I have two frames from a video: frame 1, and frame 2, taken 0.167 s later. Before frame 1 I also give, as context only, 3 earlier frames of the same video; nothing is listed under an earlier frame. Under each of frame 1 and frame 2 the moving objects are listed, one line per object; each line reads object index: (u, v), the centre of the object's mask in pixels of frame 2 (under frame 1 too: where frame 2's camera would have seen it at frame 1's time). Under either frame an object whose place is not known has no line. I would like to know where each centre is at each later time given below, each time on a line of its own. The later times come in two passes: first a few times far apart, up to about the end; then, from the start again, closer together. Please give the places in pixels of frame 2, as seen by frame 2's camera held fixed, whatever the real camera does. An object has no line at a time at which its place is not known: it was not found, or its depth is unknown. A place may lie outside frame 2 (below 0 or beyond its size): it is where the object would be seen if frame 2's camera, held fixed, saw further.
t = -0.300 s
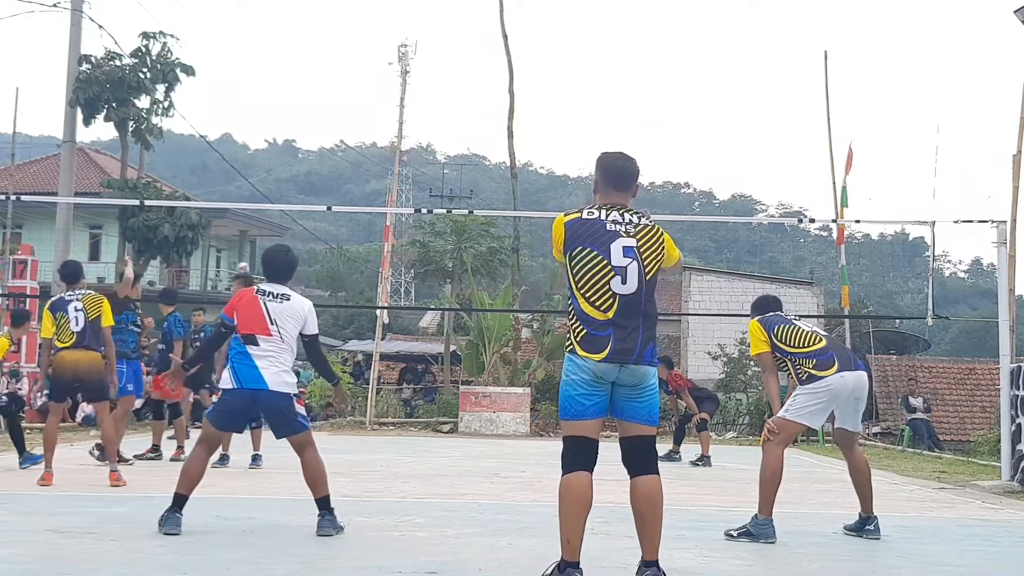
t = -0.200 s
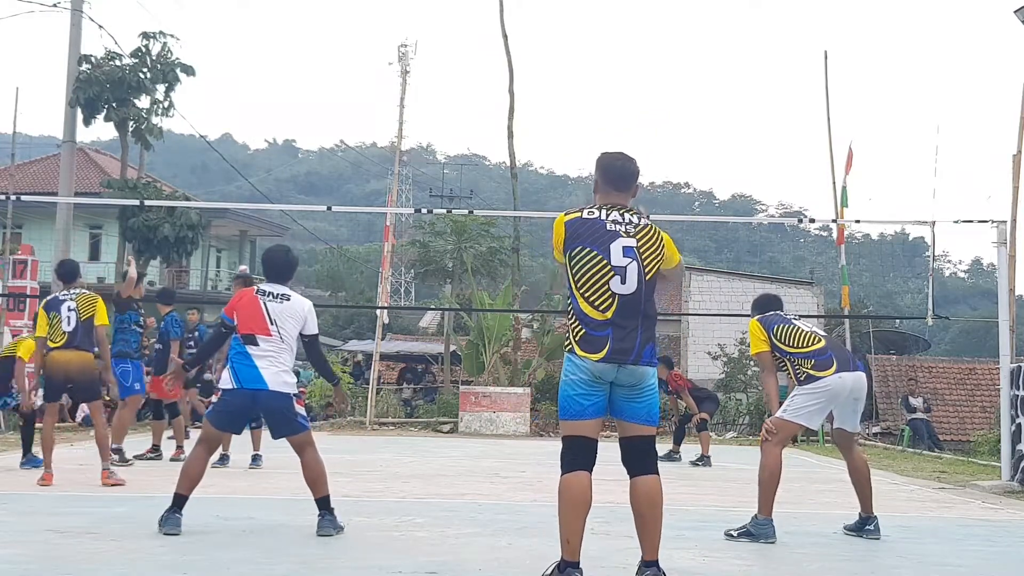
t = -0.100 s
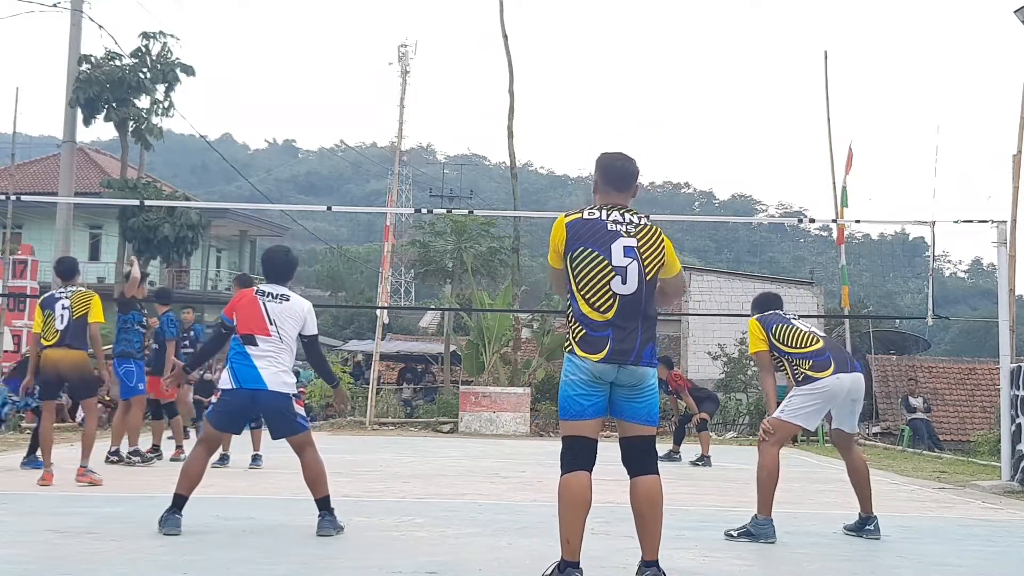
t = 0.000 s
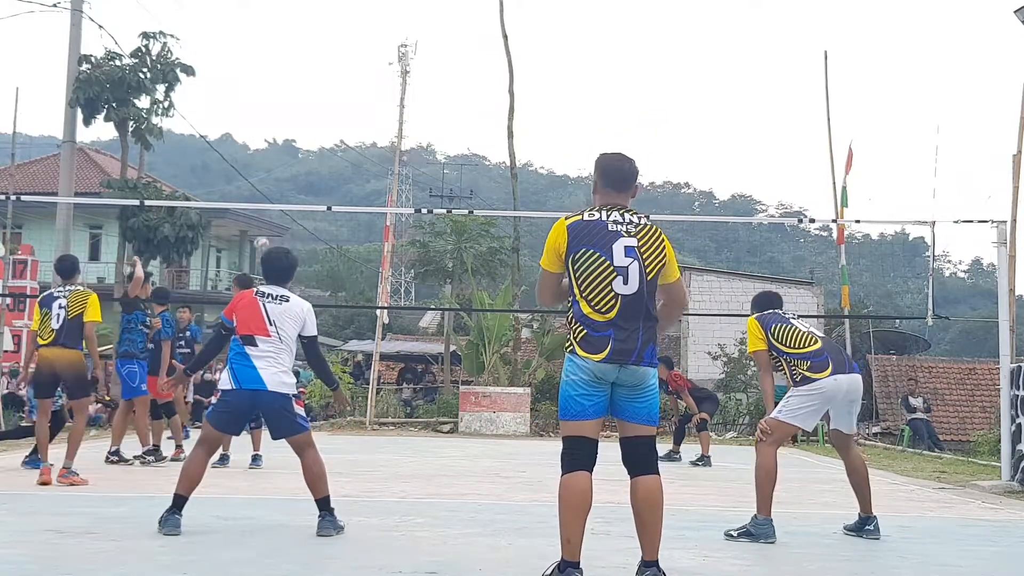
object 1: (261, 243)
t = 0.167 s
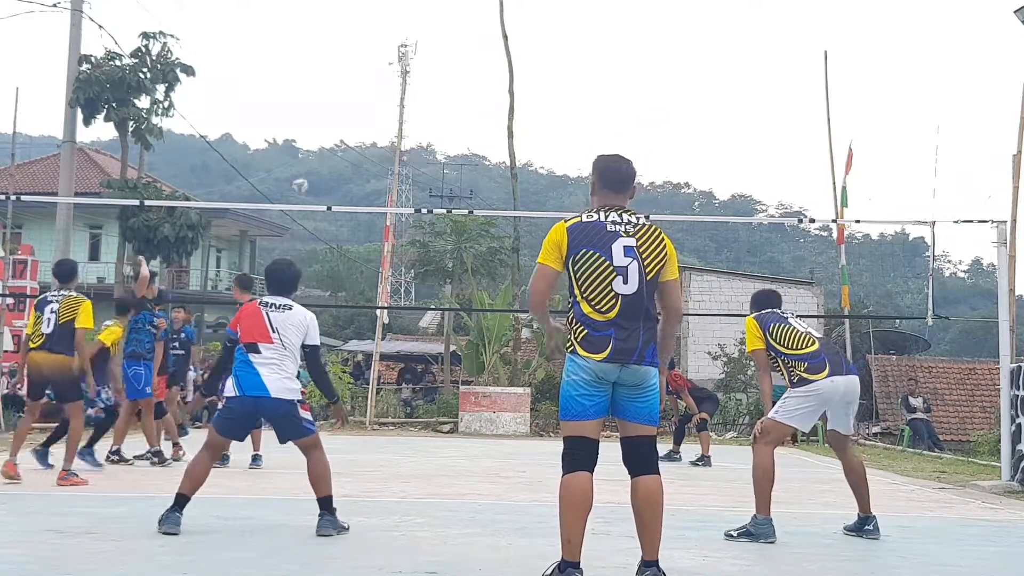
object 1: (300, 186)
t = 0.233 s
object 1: (318, 163)
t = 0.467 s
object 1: (392, 100)
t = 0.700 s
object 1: (479, 63)
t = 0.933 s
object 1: (594, 84)
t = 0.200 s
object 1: (309, 176)
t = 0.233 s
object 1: (318, 163)
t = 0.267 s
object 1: (328, 153)
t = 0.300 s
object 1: (338, 144)
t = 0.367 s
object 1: (359, 125)
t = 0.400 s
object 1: (369, 116)
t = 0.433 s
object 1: (380, 108)
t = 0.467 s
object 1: (392, 100)
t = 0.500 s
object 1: (403, 93)
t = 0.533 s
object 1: (415, 86)
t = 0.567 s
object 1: (426, 80)
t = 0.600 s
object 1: (439, 74)
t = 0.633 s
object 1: (451, 70)
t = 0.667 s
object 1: (465, 66)
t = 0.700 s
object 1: (479, 63)
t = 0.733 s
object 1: (493, 61)
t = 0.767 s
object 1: (508, 61)
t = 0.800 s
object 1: (523, 62)
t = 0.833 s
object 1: (540, 65)
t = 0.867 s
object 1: (557, 69)
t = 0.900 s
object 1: (575, 76)
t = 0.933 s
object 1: (594, 84)
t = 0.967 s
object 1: (614, 95)
